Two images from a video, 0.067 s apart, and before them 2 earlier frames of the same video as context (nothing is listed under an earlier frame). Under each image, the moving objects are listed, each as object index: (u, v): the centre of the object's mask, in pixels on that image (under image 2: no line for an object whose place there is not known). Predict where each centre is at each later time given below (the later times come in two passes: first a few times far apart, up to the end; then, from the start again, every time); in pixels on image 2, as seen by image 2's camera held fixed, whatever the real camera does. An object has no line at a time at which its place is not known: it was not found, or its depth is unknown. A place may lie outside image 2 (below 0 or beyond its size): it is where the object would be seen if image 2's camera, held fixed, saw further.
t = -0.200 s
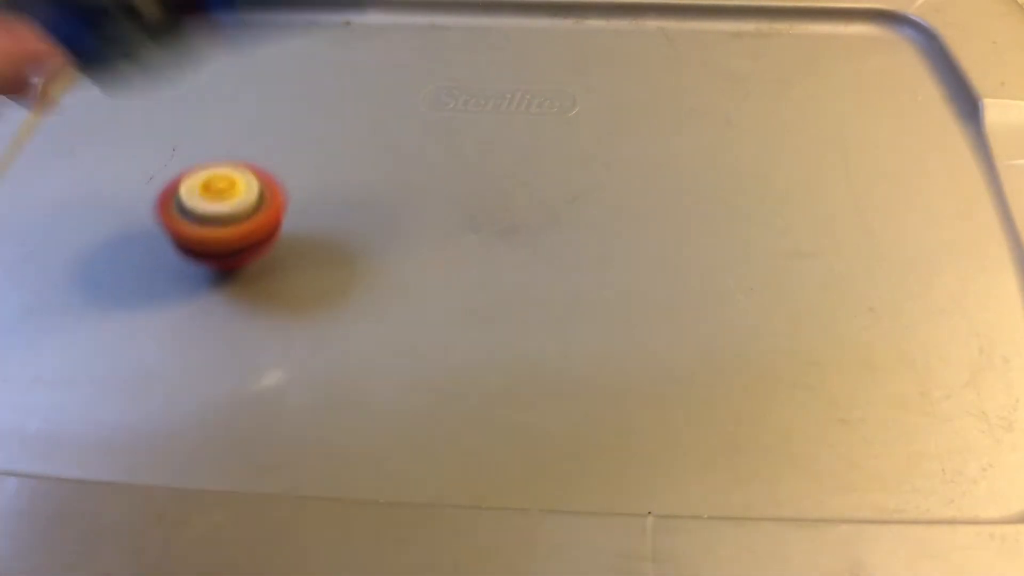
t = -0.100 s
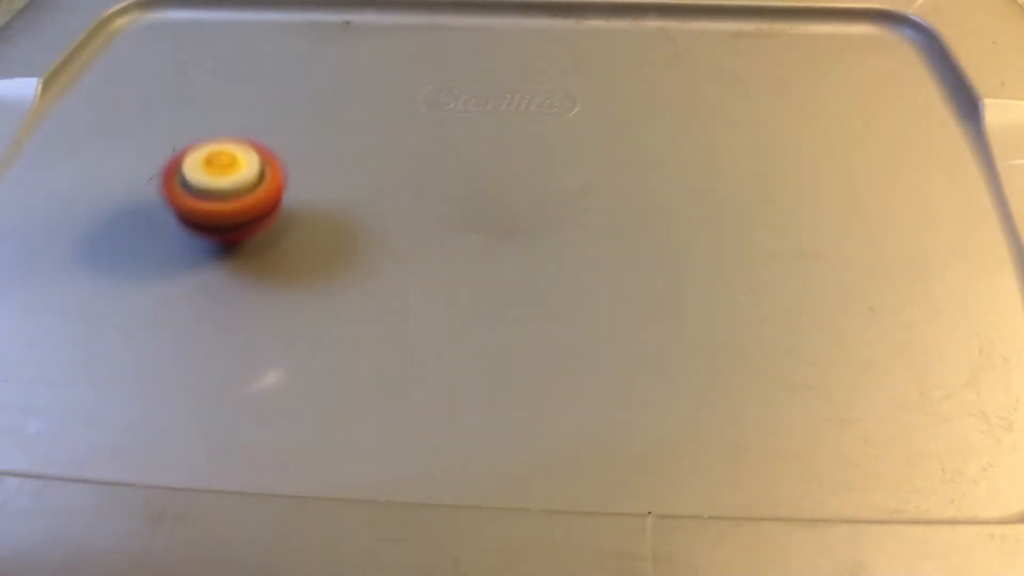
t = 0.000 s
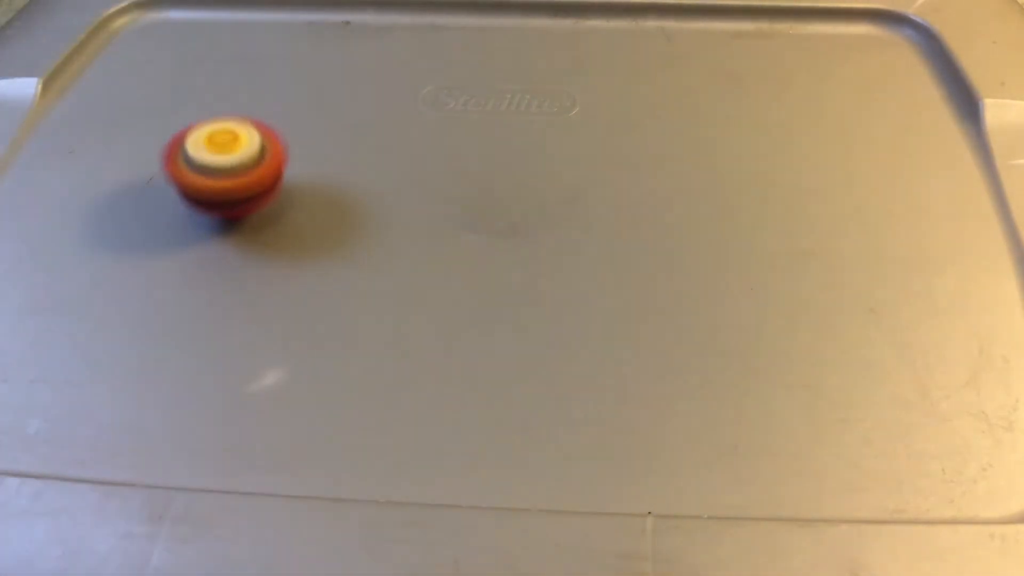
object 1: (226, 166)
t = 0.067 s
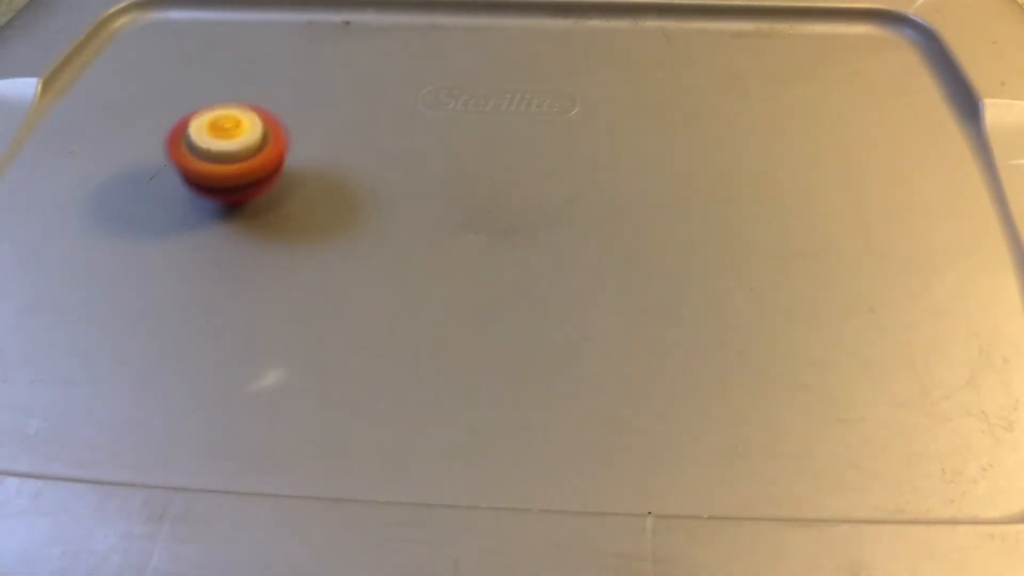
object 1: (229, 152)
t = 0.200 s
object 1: (235, 128)
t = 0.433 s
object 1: (259, 101)
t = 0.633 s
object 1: (294, 94)
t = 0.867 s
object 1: (350, 114)
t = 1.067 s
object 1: (440, 156)
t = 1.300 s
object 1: (589, 165)
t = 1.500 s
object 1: (676, 141)
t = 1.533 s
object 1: (685, 138)
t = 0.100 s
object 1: (230, 146)
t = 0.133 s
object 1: (231, 139)
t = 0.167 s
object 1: (233, 133)
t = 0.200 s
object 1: (235, 128)
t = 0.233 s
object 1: (237, 124)
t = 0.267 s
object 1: (240, 119)
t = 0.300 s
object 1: (243, 114)
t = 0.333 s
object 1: (246, 110)
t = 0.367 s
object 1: (250, 107)
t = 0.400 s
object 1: (255, 104)
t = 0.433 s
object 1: (259, 101)
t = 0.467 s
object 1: (264, 99)
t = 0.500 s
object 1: (271, 97)
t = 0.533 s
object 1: (277, 95)
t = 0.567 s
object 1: (283, 94)
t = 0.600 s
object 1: (288, 94)
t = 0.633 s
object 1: (294, 94)
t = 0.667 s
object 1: (301, 95)
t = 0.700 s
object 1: (308, 96)
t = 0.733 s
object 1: (315, 99)
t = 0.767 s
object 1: (324, 101)
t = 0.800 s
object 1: (331, 105)
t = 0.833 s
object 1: (339, 109)
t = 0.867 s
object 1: (350, 114)
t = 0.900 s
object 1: (362, 120)
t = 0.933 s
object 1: (375, 127)
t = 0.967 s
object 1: (389, 134)
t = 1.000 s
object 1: (404, 142)
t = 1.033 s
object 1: (422, 149)
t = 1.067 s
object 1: (440, 156)
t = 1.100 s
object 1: (460, 162)
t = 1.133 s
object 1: (481, 166)
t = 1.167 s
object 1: (503, 169)
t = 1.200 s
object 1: (526, 170)
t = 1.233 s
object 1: (548, 170)
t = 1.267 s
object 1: (569, 168)
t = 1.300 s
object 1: (589, 165)
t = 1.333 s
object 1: (607, 161)
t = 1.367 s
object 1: (625, 156)
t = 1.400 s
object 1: (641, 153)
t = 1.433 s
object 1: (654, 149)
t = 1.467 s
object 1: (665, 145)
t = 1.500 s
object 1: (676, 141)
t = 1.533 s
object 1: (685, 138)
